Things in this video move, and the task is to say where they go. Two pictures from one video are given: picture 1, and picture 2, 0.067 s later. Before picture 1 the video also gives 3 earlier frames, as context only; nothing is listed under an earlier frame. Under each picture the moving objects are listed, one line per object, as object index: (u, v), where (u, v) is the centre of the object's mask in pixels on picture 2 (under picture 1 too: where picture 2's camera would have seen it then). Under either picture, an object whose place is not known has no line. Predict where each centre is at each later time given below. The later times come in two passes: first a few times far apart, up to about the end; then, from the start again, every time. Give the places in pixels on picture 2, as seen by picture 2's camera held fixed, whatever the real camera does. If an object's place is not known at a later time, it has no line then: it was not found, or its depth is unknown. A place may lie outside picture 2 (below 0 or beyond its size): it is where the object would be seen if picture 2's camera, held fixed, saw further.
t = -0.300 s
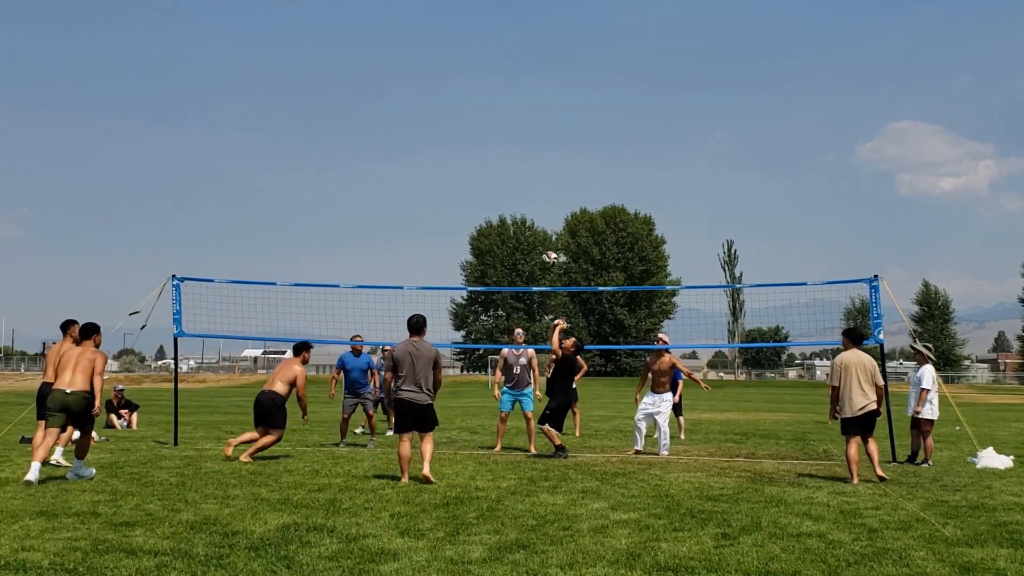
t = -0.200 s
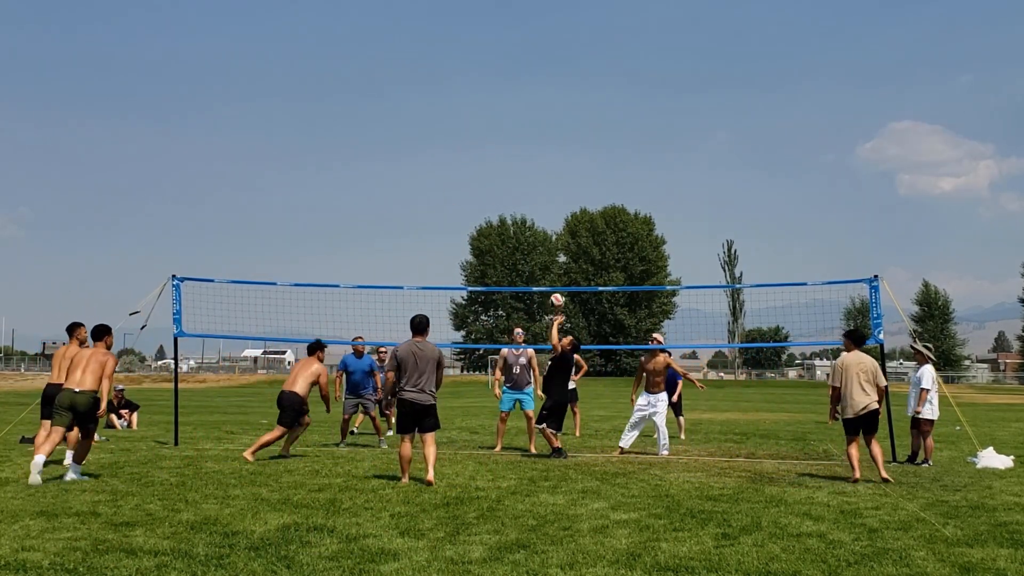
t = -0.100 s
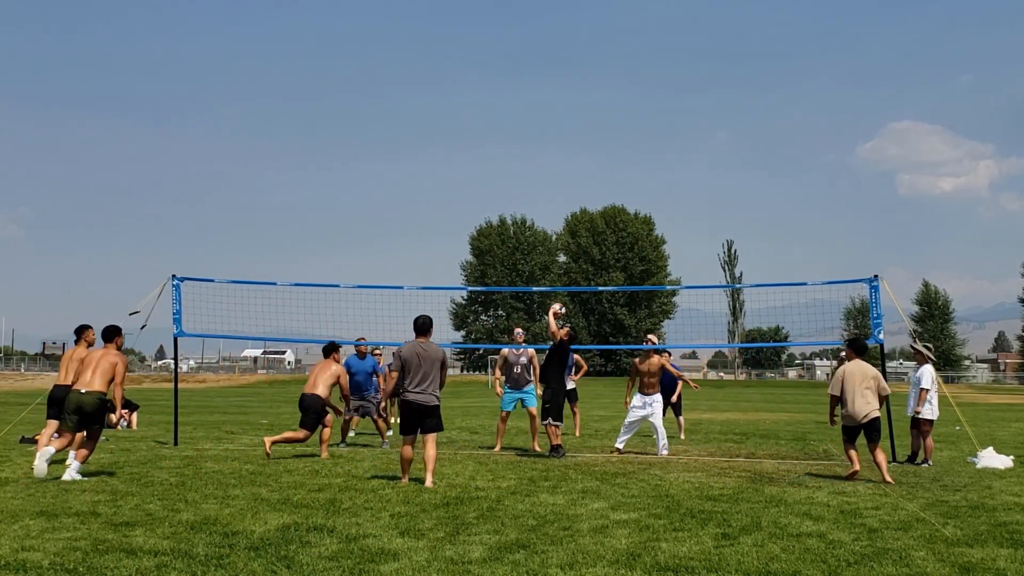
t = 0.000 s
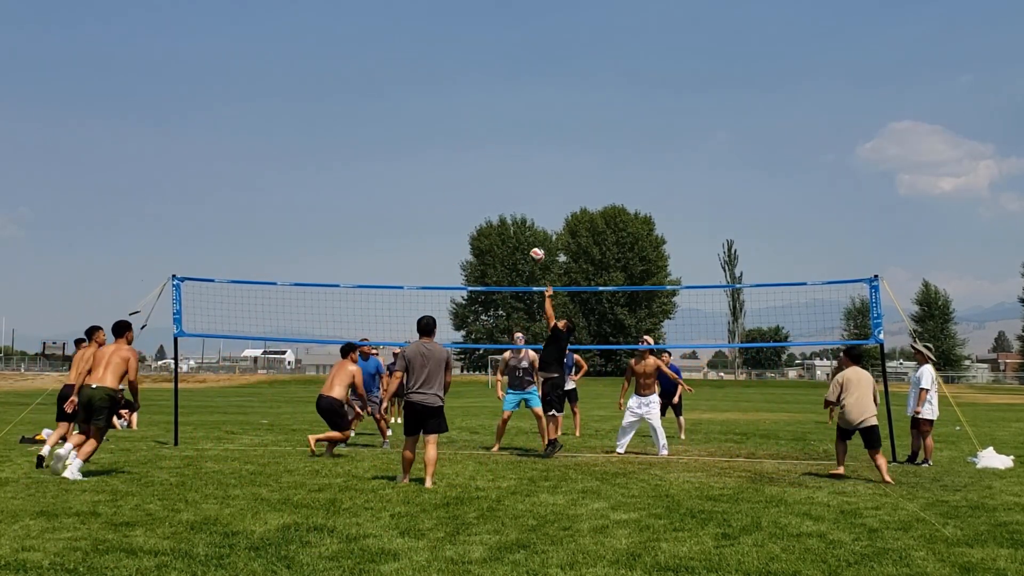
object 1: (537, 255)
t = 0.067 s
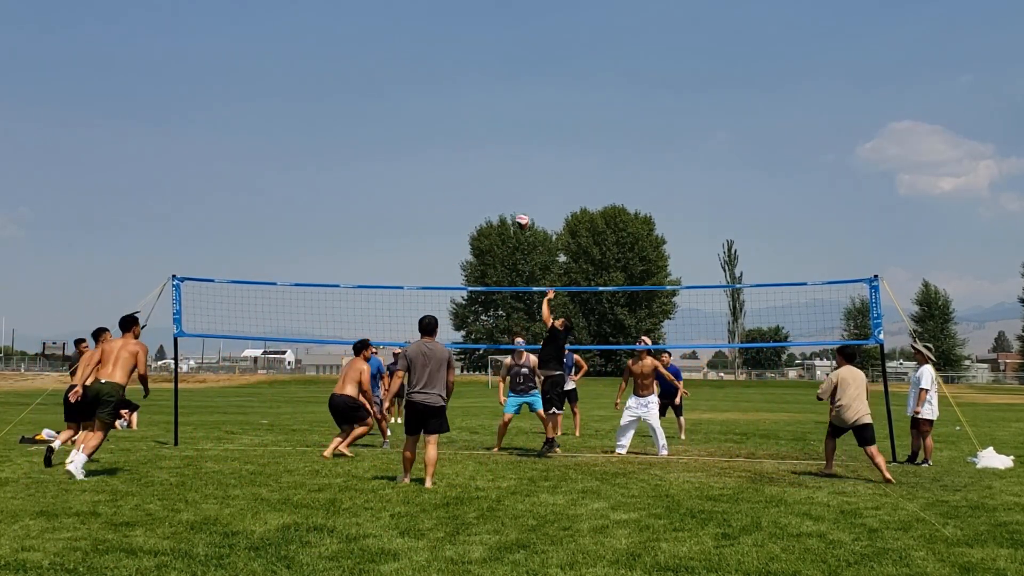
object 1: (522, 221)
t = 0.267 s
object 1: (479, 146)
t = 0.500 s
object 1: (428, 96)
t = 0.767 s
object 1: (371, 89)
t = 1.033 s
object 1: (316, 130)
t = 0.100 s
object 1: (515, 207)
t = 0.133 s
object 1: (507, 193)
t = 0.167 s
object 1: (500, 180)
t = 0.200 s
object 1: (493, 168)
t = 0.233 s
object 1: (486, 156)
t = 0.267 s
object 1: (479, 146)
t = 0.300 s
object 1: (471, 136)
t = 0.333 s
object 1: (464, 128)
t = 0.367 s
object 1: (457, 120)
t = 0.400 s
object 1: (450, 113)
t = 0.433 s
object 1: (442, 107)
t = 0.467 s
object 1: (435, 101)
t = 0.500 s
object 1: (428, 96)
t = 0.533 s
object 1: (421, 93)
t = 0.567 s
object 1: (414, 90)
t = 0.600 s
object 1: (407, 88)
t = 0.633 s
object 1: (400, 86)
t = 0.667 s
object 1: (392, 86)
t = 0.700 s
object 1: (385, 86)
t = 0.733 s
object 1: (378, 87)
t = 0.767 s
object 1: (371, 89)
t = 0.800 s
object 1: (364, 91)
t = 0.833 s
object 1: (357, 94)
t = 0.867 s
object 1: (350, 98)
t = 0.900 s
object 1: (343, 103)
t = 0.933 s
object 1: (336, 109)
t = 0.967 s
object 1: (329, 115)
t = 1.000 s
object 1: (322, 122)
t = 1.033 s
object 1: (316, 130)
